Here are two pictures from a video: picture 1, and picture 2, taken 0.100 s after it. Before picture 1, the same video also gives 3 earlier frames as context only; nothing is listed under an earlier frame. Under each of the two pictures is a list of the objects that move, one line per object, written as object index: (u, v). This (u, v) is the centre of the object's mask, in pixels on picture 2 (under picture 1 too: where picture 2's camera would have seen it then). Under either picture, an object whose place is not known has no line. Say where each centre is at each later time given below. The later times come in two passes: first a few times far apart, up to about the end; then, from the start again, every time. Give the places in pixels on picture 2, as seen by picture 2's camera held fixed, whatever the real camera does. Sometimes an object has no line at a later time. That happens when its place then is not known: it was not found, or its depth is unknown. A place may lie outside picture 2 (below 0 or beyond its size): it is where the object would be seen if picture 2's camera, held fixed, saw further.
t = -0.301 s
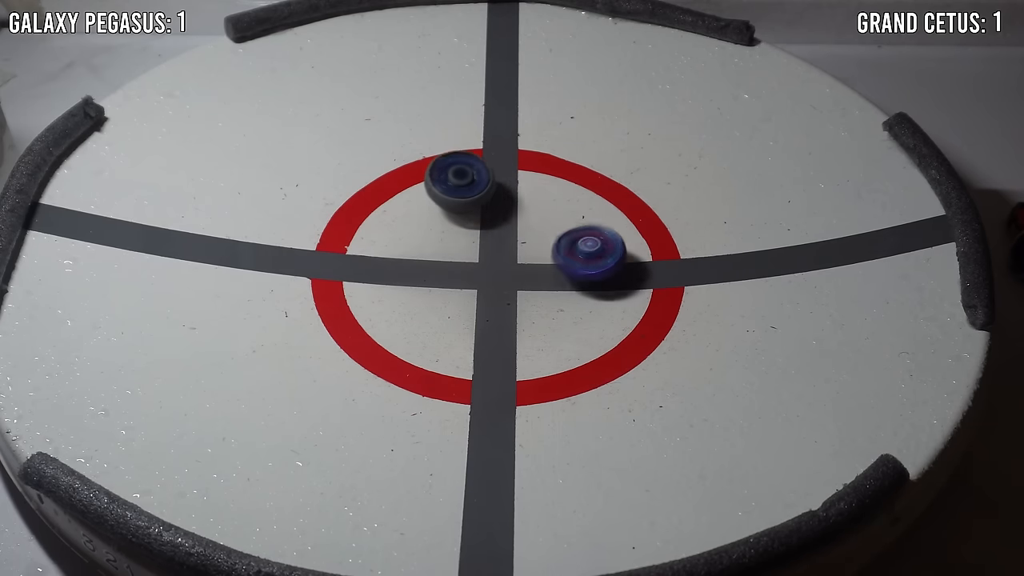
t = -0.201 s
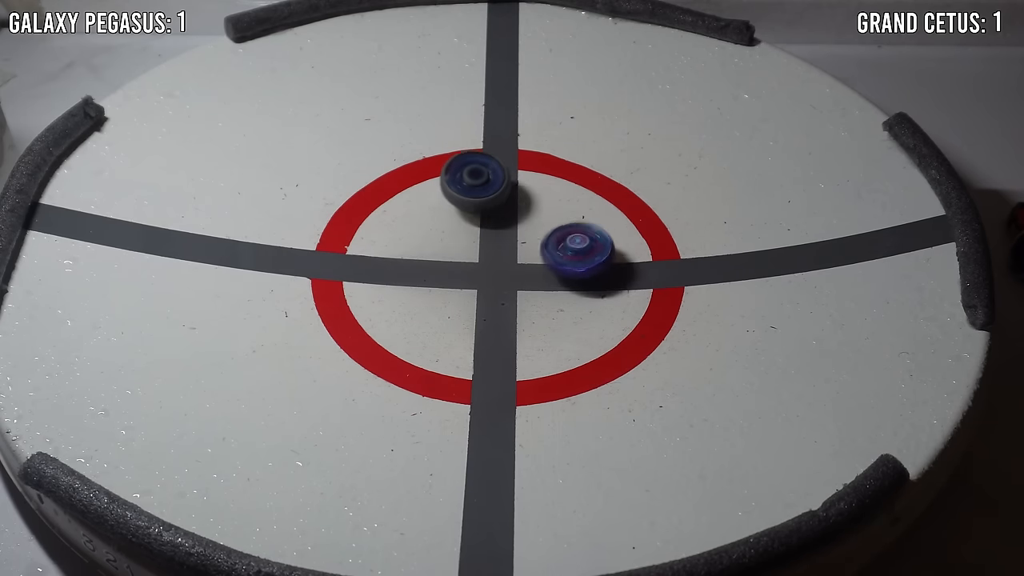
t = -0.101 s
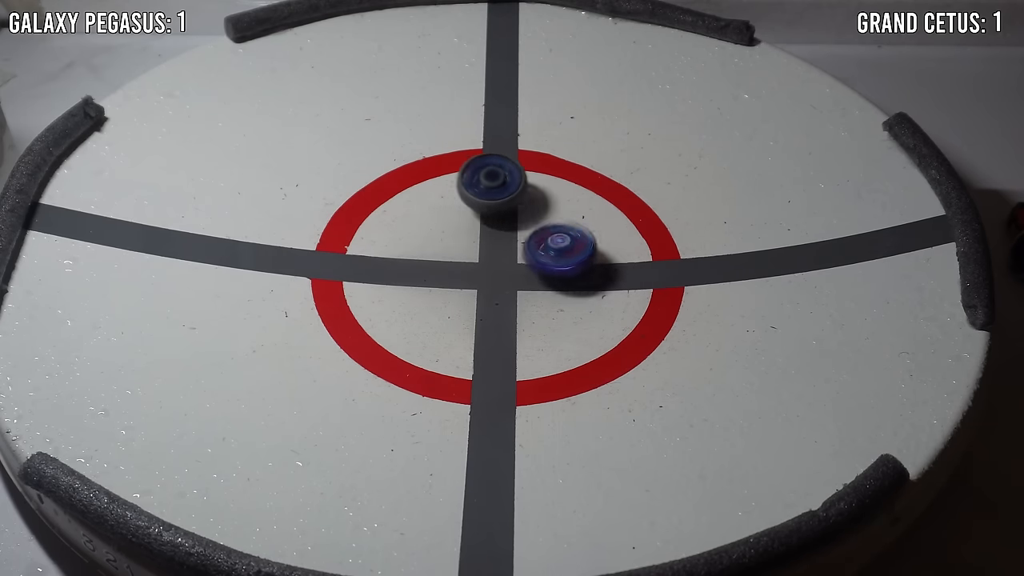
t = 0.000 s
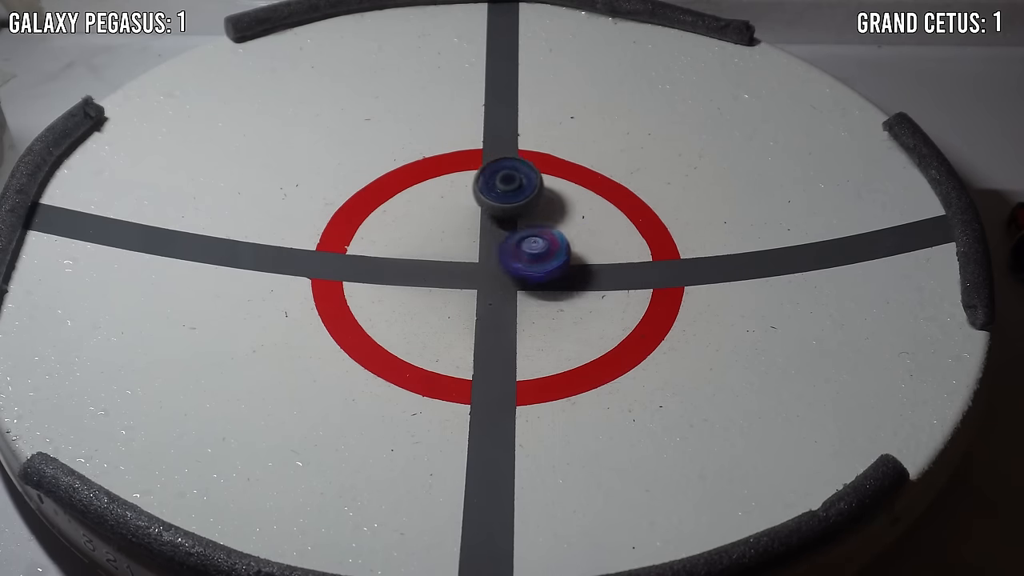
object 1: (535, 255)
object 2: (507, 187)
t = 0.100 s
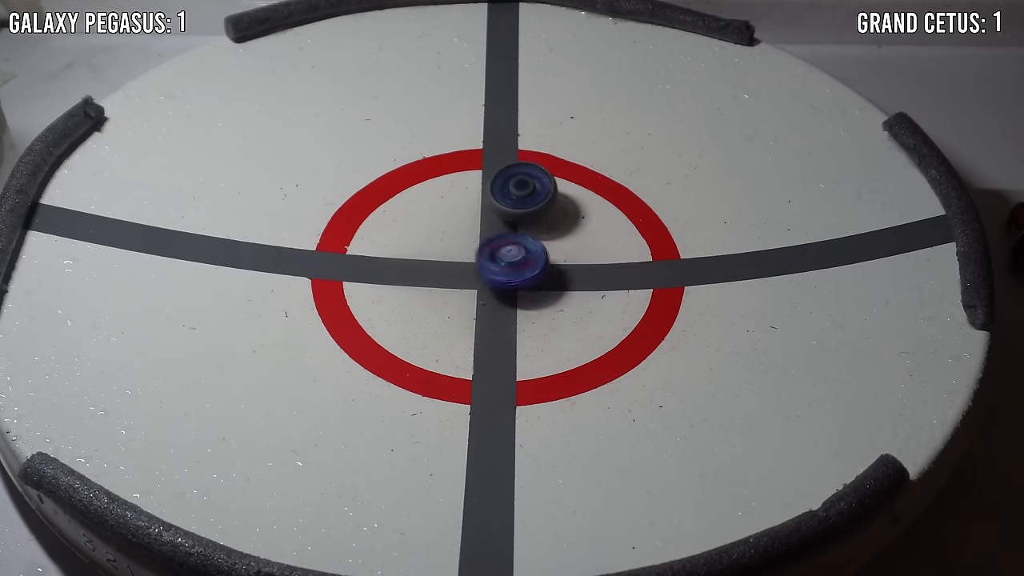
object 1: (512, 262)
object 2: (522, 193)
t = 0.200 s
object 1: (492, 271)
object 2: (535, 202)
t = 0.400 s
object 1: (472, 290)
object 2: (552, 224)
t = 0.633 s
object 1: (476, 294)
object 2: (556, 254)
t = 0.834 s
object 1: (456, 285)
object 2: (573, 270)
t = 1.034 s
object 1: (409, 270)
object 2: (566, 282)
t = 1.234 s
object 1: (382, 256)
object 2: (551, 287)
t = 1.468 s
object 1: (375, 240)
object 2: (525, 283)
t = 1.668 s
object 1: (381, 239)
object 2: (501, 269)
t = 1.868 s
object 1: (406, 235)
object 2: (506, 258)
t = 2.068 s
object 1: (392, 215)
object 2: (534, 249)
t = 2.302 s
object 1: (397, 208)
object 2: (558, 245)
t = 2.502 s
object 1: (428, 206)
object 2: (572, 247)
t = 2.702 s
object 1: (456, 211)
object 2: (576, 252)
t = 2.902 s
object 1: (463, 230)
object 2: (567, 257)
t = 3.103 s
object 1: (456, 254)
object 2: (553, 257)
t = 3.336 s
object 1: (440, 279)
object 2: (533, 248)
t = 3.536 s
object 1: (436, 281)
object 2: (521, 235)
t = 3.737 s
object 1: (437, 281)
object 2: (516, 222)
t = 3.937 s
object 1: (457, 281)
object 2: (519, 212)
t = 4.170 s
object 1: (486, 290)
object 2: (526, 210)
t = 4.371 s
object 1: (503, 296)
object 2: (528, 215)
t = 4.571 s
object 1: (507, 297)
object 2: (522, 223)
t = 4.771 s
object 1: (513, 289)
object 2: (507, 229)
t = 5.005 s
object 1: (523, 285)
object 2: (488, 229)
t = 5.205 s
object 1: (528, 284)
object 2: (477, 224)
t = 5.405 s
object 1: (529, 284)
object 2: (476, 220)
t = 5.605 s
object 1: (533, 280)
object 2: (480, 221)
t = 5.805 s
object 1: (536, 268)
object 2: (485, 224)
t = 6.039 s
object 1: (530, 269)
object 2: (483, 229)
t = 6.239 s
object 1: (536, 299)
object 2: (475, 214)
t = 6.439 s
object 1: (540, 301)
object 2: (476, 210)
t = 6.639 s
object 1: (530, 291)
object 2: (485, 213)
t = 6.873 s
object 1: (531, 293)
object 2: (484, 221)
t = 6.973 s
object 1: (533, 298)
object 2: (479, 225)
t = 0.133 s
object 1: (504, 264)
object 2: (527, 196)
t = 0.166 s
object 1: (497, 268)
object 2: (531, 199)
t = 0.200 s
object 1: (492, 271)
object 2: (535, 202)
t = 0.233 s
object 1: (485, 276)
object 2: (538, 205)
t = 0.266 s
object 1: (481, 278)
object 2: (542, 208)
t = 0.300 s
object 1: (477, 282)
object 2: (544, 212)
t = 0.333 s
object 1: (475, 286)
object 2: (547, 216)
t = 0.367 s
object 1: (474, 287)
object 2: (550, 220)
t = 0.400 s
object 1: (472, 290)
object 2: (552, 224)
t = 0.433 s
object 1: (472, 291)
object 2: (554, 229)
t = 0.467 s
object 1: (470, 293)
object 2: (554, 233)
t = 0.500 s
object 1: (471, 294)
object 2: (556, 237)
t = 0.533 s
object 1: (471, 295)
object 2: (557, 241)
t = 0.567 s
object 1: (473, 295)
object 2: (556, 245)
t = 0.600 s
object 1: (473, 295)
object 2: (556, 250)
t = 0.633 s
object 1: (476, 294)
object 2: (556, 254)
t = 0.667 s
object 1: (476, 293)
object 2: (556, 258)
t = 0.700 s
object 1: (479, 291)
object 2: (555, 262)
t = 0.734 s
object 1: (478, 290)
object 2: (554, 266)
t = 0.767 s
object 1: (473, 288)
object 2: (560, 268)
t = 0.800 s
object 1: (463, 287)
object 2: (570, 268)
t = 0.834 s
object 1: (456, 285)
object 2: (573, 270)
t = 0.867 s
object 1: (449, 285)
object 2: (574, 272)
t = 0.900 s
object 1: (441, 281)
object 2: (574, 274)
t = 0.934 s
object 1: (430, 278)
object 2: (573, 277)
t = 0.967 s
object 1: (423, 273)
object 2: (572, 278)
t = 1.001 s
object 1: (417, 273)
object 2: (571, 280)
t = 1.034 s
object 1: (409, 270)
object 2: (566, 282)
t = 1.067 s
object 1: (403, 268)
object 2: (564, 284)
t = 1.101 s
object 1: (397, 264)
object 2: (561, 285)
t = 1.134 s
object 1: (394, 263)
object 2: (559, 286)
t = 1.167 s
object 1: (389, 261)
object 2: (556, 287)
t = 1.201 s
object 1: (387, 259)
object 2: (553, 287)
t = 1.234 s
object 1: (382, 256)
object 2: (551, 287)
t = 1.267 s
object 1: (381, 254)
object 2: (549, 287)
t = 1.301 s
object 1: (378, 252)
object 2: (546, 287)
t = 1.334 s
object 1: (377, 248)
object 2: (543, 287)
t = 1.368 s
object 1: (376, 246)
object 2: (538, 286)
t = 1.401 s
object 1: (376, 245)
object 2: (532, 285)
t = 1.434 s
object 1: (376, 242)
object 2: (529, 284)
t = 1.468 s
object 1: (375, 240)
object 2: (525, 283)
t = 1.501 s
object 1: (375, 239)
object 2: (521, 281)
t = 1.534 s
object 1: (374, 239)
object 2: (516, 278)
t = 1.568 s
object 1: (374, 239)
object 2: (512, 276)
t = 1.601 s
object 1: (374, 239)
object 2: (508, 274)
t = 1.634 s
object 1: (375, 240)
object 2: (504, 272)
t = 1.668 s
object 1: (381, 239)
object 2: (501, 269)
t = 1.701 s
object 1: (387, 243)
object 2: (497, 267)
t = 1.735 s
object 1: (394, 243)
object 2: (494, 264)
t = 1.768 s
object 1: (405, 244)
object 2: (491, 262)
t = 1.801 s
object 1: (410, 243)
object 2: (489, 259)
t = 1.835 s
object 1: (414, 240)
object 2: (490, 256)
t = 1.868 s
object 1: (406, 235)
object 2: (506, 258)
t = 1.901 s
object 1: (402, 231)
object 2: (514, 258)
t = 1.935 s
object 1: (399, 226)
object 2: (520, 256)
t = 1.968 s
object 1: (397, 224)
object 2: (523, 254)
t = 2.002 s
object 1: (393, 221)
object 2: (527, 253)
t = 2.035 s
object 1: (393, 217)
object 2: (531, 251)
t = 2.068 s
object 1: (392, 215)
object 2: (534, 249)
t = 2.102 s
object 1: (389, 213)
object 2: (538, 249)
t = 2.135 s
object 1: (391, 210)
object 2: (541, 247)
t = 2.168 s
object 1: (390, 210)
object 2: (546, 247)
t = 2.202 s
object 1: (389, 209)
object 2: (549, 246)
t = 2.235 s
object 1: (392, 208)
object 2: (552, 245)
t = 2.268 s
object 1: (395, 208)
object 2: (556, 245)
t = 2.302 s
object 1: (397, 208)
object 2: (558, 245)
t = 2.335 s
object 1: (402, 206)
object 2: (562, 245)
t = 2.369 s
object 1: (406, 207)
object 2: (564, 245)
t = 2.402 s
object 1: (411, 206)
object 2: (567, 245)
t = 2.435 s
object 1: (416, 206)
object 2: (570, 245)
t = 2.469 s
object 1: (423, 206)
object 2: (572, 246)
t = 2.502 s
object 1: (428, 206)
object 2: (572, 247)
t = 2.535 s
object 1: (431, 206)
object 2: (574, 247)
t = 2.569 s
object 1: (439, 207)
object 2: (575, 248)
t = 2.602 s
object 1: (443, 208)
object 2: (576, 249)
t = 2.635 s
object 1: (445, 209)
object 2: (576, 251)
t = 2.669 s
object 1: (448, 208)
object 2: (576, 252)
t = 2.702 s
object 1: (456, 211)
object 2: (576, 252)
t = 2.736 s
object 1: (458, 215)
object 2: (576, 253)
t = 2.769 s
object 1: (456, 217)
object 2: (574, 254)
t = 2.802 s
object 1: (458, 216)
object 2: (572, 255)
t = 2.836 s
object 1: (463, 220)
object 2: (571, 256)
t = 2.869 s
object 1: (464, 227)
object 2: (568, 257)
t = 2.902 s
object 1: (463, 230)
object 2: (567, 257)
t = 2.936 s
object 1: (464, 233)
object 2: (563, 257)
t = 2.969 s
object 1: (465, 237)
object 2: (561, 258)
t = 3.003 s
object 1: (463, 241)
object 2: (559, 258)
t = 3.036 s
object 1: (461, 247)
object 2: (556, 257)
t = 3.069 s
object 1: (458, 250)
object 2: (555, 257)
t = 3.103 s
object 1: (456, 254)
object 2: (553, 257)
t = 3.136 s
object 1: (455, 259)
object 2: (549, 256)
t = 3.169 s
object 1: (454, 262)
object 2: (546, 255)
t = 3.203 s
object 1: (448, 267)
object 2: (544, 254)
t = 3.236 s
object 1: (448, 271)
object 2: (540, 253)
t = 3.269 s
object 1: (446, 273)
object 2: (538, 251)
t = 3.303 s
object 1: (444, 276)
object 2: (535, 249)
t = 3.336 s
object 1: (440, 279)
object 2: (533, 248)
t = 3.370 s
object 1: (439, 280)
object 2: (531, 246)
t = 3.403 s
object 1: (440, 280)
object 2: (528, 244)
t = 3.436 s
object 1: (438, 283)
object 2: (526, 241)
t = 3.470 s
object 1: (433, 283)
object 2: (524, 240)
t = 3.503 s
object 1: (433, 279)
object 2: (523, 238)
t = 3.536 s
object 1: (436, 281)
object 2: (521, 235)
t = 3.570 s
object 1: (435, 282)
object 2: (519, 232)
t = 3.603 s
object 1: (431, 282)
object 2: (519, 230)
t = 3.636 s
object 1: (432, 279)
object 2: (518, 228)
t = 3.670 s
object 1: (438, 279)
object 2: (517, 226)
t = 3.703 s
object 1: (438, 280)
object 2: (516, 224)
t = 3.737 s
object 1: (437, 281)
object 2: (516, 222)
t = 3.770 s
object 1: (437, 279)
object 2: (516, 220)
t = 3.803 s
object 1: (444, 278)
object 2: (517, 219)
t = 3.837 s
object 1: (448, 279)
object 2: (517, 217)
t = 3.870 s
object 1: (450, 281)
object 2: (519, 216)
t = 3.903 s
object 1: (452, 282)
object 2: (519, 214)
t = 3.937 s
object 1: (457, 281)
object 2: (519, 212)
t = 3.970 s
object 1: (462, 283)
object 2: (520, 210)
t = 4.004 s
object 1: (466, 284)
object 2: (521, 210)
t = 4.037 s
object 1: (468, 285)
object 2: (523, 209)
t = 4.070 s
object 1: (473, 286)
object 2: (523, 209)
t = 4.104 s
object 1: (478, 288)
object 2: (524, 209)
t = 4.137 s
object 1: (482, 289)
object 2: (525, 209)
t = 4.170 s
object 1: (486, 290)
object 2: (526, 210)
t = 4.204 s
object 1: (491, 291)
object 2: (527, 210)
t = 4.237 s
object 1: (494, 293)
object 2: (528, 211)
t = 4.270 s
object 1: (494, 292)
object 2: (528, 212)
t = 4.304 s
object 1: (497, 292)
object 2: (528, 213)
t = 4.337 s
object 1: (501, 293)
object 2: (528, 214)
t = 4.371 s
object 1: (503, 296)
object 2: (528, 215)
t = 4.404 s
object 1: (502, 297)
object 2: (528, 217)
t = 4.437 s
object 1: (503, 296)
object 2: (527, 218)
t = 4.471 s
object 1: (506, 294)
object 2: (526, 219)
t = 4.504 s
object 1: (510, 294)
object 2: (525, 220)
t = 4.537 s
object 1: (509, 296)
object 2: (524, 221)
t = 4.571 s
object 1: (507, 297)
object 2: (522, 223)
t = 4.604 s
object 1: (506, 295)
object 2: (521, 224)
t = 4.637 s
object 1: (509, 293)
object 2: (518, 226)
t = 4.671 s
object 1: (510, 294)
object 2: (515, 226)
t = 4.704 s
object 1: (509, 293)
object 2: (512, 227)
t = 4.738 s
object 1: (510, 291)
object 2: (510, 228)
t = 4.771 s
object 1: (513, 289)
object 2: (507, 229)
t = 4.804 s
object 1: (516, 290)
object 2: (504, 229)
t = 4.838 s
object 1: (515, 291)
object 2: (501, 228)
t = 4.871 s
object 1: (515, 287)
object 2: (497, 229)
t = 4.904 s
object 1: (515, 287)
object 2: (495, 229)
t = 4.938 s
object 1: (518, 284)
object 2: (494, 229)
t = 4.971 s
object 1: (522, 285)
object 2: (490, 229)
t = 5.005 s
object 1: (523, 285)
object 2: (488, 229)
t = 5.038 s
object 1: (523, 287)
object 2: (487, 228)
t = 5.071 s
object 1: (523, 286)
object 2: (485, 228)
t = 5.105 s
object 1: (526, 285)
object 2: (482, 227)
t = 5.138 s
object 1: (528, 285)
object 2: (480, 226)
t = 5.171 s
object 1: (528, 284)
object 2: (478, 225)
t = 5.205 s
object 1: (528, 284)
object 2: (477, 224)
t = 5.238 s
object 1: (530, 284)
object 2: (476, 224)
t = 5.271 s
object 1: (533, 284)
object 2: (476, 224)
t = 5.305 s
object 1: (534, 286)
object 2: (476, 223)
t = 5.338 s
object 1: (532, 286)
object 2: (477, 222)
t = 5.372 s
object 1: (529, 286)
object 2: (476, 221)
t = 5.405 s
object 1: (529, 284)
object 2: (476, 220)
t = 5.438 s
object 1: (530, 283)
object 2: (478, 220)
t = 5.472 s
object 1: (533, 281)
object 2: (478, 221)
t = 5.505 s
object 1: (535, 282)
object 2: (478, 220)
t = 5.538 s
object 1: (534, 283)
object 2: (479, 220)
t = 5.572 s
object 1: (533, 282)
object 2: (481, 221)
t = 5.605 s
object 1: (533, 280)
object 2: (480, 221)
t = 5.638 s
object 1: (533, 277)
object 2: (481, 221)
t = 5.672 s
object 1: (535, 276)
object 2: (484, 223)
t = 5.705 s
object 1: (535, 274)
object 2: (484, 224)
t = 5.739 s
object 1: (535, 272)
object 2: (484, 223)
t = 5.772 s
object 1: (535, 268)
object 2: (485, 224)
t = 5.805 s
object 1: (536, 268)
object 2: (485, 224)
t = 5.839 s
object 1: (537, 269)
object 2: (486, 224)
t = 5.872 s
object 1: (536, 271)
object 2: (485, 225)
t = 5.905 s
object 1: (533, 271)
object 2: (484, 226)
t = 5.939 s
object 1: (531, 271)
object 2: (485, 226)
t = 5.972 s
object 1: (528, 271)
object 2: (484, 228)
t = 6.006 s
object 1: (530, 270)
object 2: (484, 229)
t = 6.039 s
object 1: (530, 269)
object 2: (483, 229)
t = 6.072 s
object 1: (534, 270)
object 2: (480, 225)
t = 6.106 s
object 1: (536, 276)
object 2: (478, 219)
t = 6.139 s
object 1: (533, 282)
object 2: (477, 217)
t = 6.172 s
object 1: (532, 288)
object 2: (477, 217)
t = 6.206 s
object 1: (533, 294)
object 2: (475, 217)
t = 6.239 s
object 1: (536, 299)
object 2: (475, 214)
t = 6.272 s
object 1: (540, 301)
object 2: (476, 214)
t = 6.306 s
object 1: (544, 301)
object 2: (475, 213)
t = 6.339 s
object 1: (545, 301)
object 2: (474, 211)
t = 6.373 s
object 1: (545, 301)
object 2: (475, 211)
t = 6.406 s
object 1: (543, 301)
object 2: (476, 211)
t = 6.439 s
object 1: (540, 301)
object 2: (476, 210)
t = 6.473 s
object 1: (535, 301)
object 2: (477, 210)
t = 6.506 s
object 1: (533, 298)
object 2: (479, 210)
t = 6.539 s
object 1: (532, 296)
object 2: (482, 211)
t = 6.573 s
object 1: (531, 294)
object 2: (482, 211)
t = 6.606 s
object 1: (530, 293)
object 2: (484, 212)
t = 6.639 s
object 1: (530, 291)
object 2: (485, 213)
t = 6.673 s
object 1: (530, 290)
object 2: (485, 215)
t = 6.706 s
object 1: (530, 290)
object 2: (485, 215)
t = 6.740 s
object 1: (530, 290)
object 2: (486, 216)
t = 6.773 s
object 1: (530, 291)
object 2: (486, 218)
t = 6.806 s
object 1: (530, 291)
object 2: (484, 219)
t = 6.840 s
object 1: (530, 292)
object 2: (484, 220)
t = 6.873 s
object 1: (531, 293)
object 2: (484, 221)
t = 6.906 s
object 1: (532, 294)
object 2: (482, 223)
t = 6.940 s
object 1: (532, 296)
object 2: (480, 224)
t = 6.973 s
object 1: (533, 298)
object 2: (479, 225)
